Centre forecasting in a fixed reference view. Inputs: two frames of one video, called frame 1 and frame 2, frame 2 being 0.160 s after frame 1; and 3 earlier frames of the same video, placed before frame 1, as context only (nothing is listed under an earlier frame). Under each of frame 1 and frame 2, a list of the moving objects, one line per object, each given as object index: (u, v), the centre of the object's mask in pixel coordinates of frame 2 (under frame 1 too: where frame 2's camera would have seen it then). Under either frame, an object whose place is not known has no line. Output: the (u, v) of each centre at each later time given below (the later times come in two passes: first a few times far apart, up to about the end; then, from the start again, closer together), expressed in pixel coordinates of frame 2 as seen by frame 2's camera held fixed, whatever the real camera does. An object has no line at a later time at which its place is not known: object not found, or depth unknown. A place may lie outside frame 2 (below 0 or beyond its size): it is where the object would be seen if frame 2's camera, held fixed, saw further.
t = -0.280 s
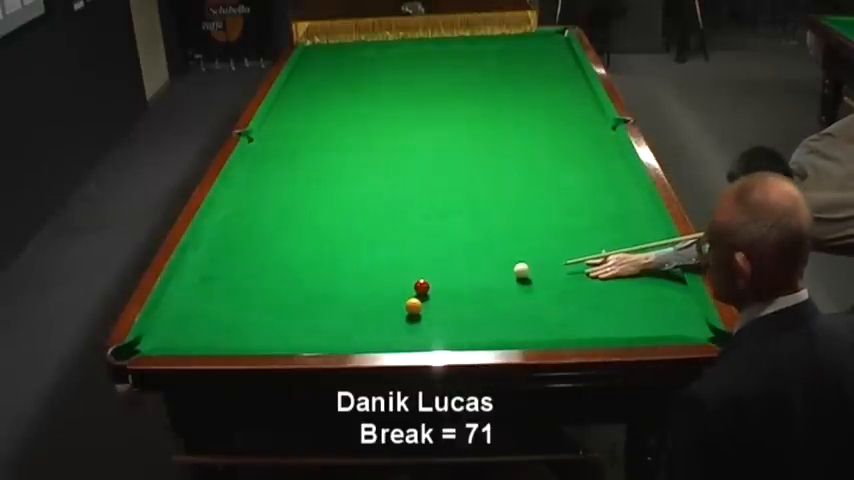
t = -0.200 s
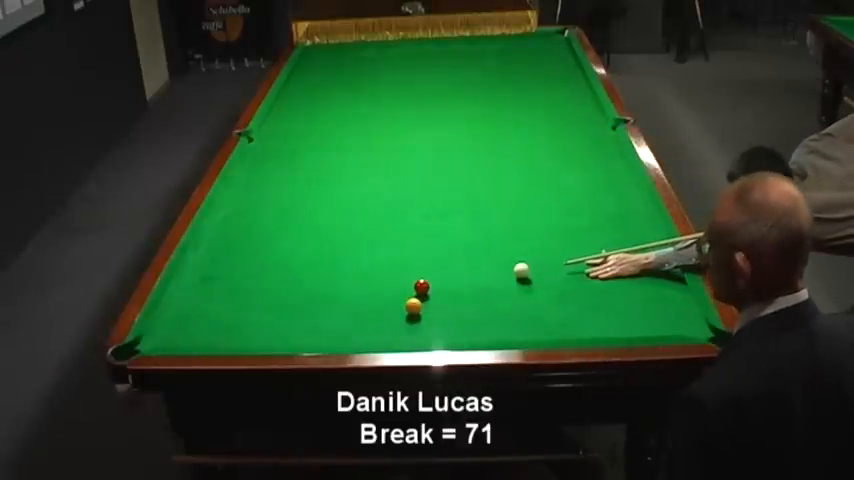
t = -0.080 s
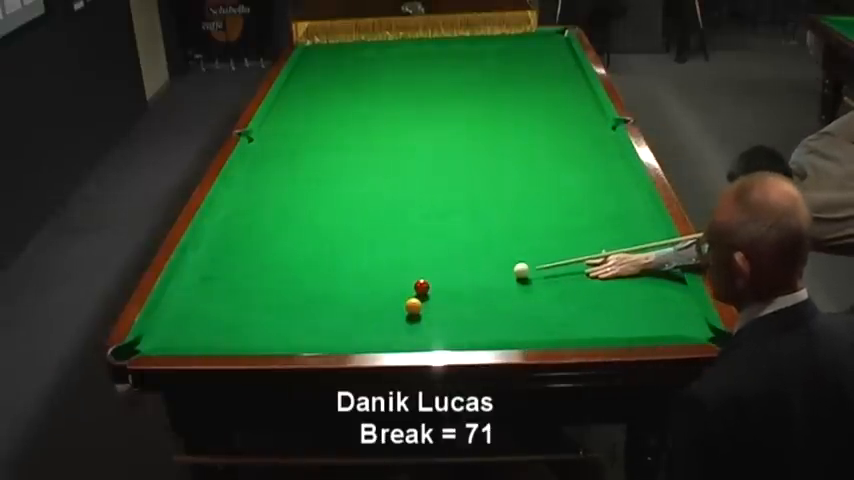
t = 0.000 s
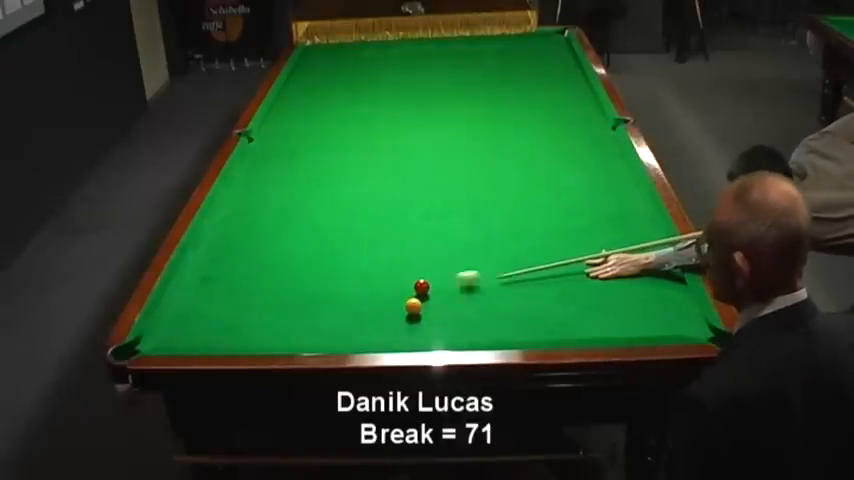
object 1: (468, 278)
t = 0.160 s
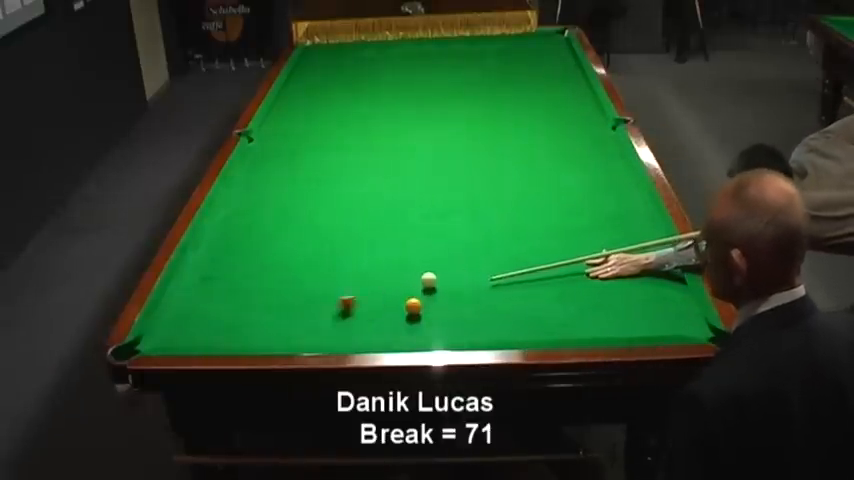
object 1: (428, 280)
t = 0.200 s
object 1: (426, 279)
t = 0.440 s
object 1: (412, 274)
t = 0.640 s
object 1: (401, 270)
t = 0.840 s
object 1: (391, 267)
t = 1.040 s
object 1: (383, 264)
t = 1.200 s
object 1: (376, 261)
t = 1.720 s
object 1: (360, 257)
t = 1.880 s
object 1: (357, 256)
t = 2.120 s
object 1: (352, 255)
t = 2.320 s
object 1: (350, 254)
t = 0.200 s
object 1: (426, 279)
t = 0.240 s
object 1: (423, 278)
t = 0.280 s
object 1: (421, 277)
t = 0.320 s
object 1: (419, 276)
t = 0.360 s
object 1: (416, 275)
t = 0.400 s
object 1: (414, 275)
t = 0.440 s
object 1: (412, 274)
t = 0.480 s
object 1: (409, 273)
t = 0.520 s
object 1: (408, 272)
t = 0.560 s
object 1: (405, 271)
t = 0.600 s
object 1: (403, 271)
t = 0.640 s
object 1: (401, 270)
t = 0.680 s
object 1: (399, 269)
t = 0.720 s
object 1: (397, 269)
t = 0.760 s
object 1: (395, 268)
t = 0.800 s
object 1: (393, 267)
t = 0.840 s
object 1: (391, 267)
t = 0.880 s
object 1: (390, 266)
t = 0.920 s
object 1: (388, 266)
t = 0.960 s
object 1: (386, 265)
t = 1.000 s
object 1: (384, 264)
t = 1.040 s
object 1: (383, 264)
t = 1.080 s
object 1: (381, 264)
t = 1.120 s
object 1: (380, 263)
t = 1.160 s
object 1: (378, 262)
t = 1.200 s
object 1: (376, 261)
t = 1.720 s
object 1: (360, 257)
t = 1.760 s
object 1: (360, 257)
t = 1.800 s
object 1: (359, 256)
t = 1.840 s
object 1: (358, 256)
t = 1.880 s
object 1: (357, 256)
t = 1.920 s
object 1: (356, 256)
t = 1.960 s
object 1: (355, 256)
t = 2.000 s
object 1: (355, 256)
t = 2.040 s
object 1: (354, 255)
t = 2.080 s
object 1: (353, 255)
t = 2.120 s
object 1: (352, 255)
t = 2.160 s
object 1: (352, 255)
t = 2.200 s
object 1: (351, 255)
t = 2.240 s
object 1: (351, 254)
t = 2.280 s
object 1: (350, 254)
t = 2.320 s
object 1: (350, 254)
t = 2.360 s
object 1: (349, 254)
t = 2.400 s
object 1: (349, 254)
